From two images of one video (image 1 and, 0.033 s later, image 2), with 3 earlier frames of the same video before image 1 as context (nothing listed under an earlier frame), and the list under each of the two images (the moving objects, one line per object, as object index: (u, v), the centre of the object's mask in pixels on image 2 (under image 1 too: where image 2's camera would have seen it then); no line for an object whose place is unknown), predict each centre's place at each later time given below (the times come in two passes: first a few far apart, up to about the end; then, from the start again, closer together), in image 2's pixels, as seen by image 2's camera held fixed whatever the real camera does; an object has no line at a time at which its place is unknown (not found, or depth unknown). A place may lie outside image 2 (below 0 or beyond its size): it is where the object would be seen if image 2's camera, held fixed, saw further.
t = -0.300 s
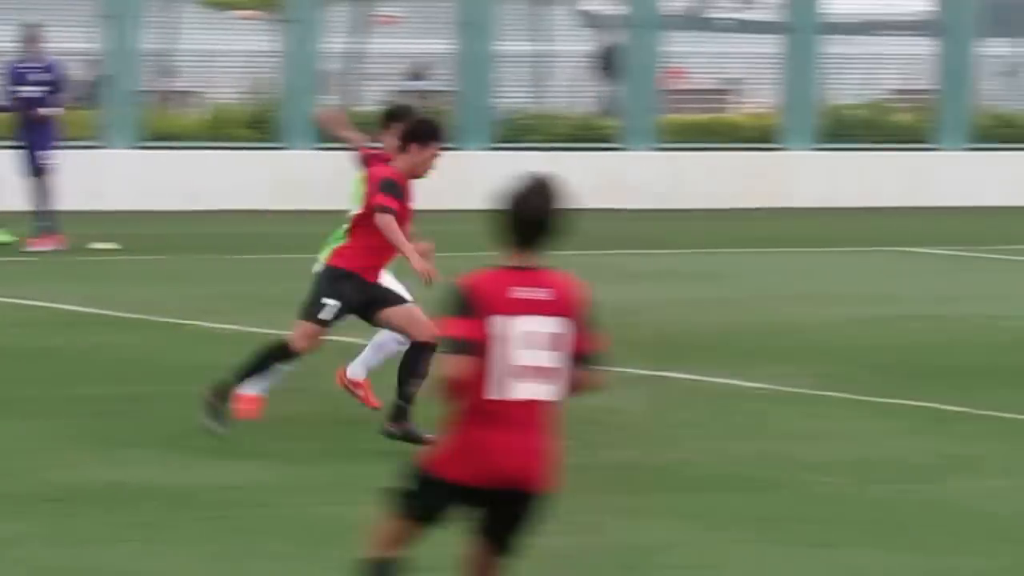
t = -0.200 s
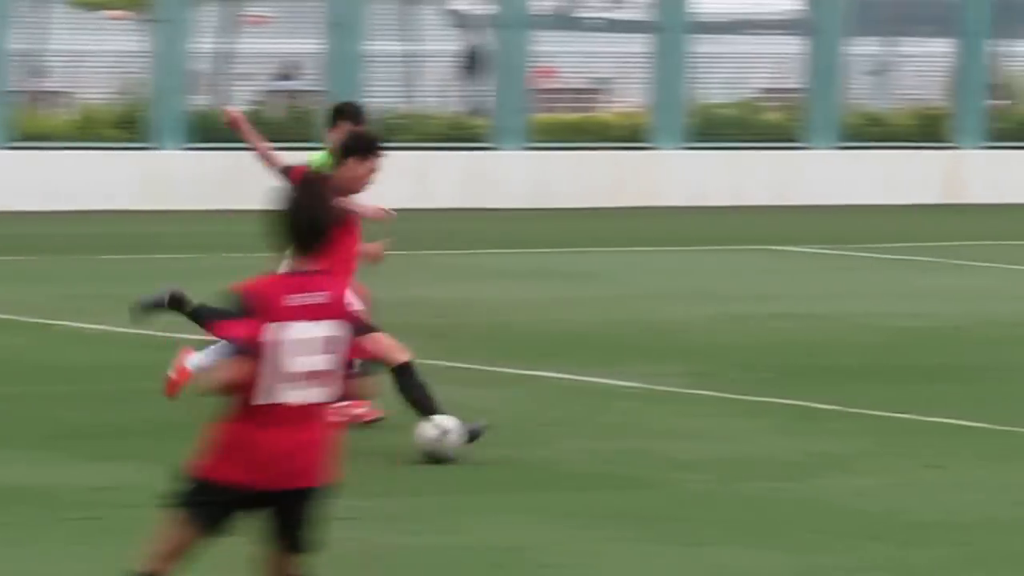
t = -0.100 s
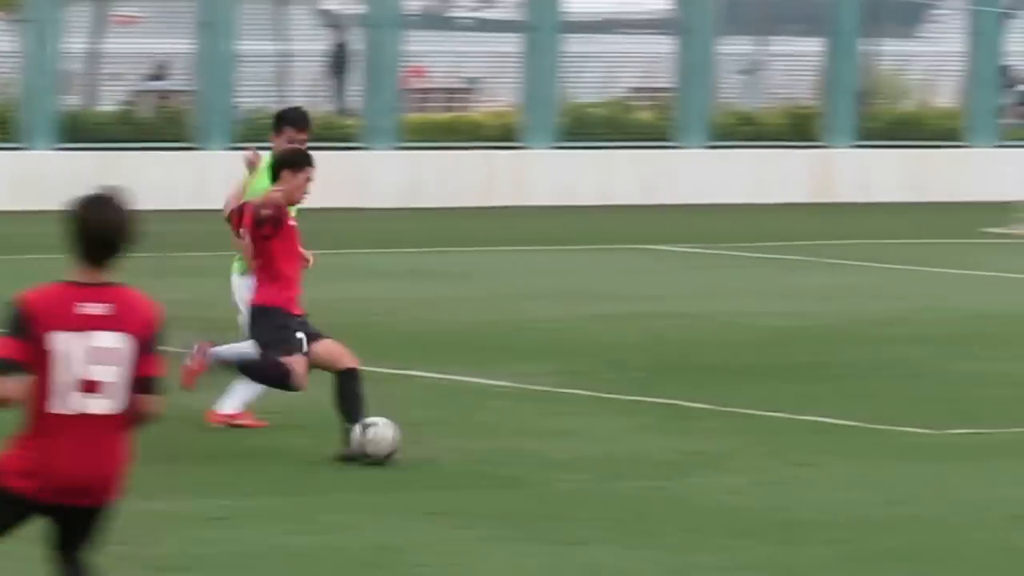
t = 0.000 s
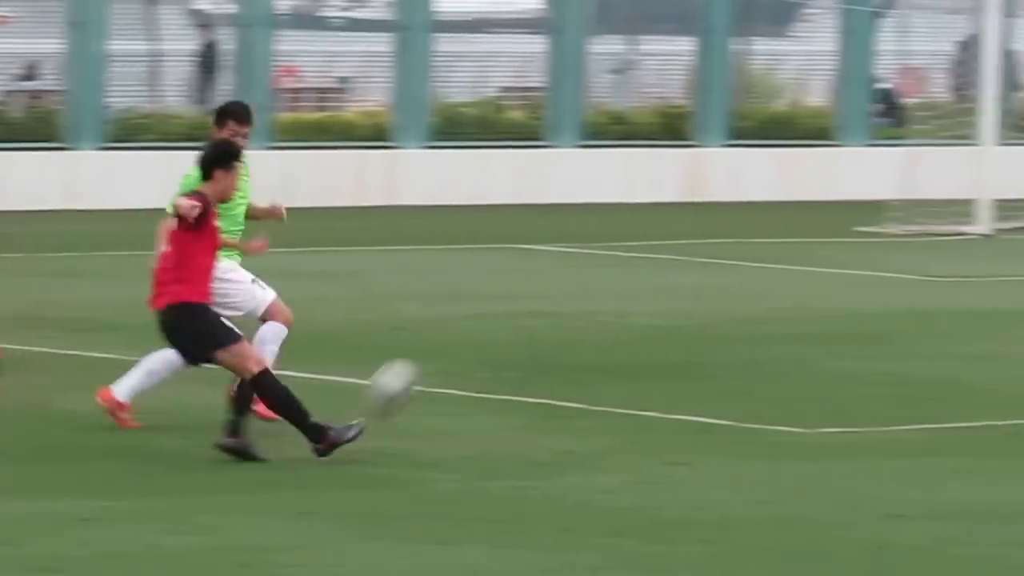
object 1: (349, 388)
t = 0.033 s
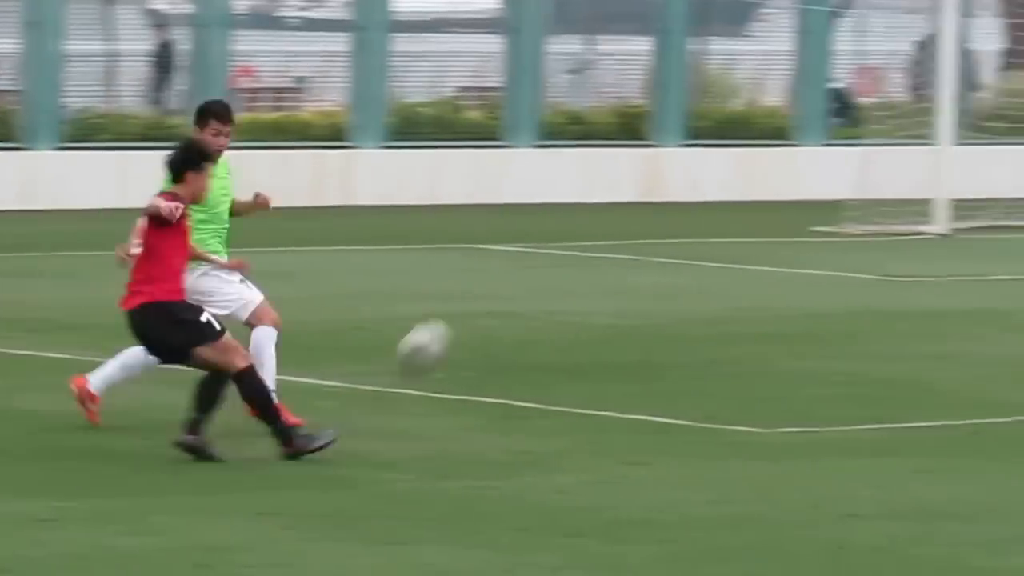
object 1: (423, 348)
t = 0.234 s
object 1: (775, 175)
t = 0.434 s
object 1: (1011, 88)
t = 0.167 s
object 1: (675, 220)
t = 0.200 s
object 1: (726, 200)
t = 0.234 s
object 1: (775, 175)
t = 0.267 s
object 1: (822, 153)
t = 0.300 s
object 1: (866, 134)
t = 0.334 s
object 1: (907, 120)
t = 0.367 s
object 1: (944, 107)
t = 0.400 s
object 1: (979, 96)
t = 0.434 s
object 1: (1011, 88)
